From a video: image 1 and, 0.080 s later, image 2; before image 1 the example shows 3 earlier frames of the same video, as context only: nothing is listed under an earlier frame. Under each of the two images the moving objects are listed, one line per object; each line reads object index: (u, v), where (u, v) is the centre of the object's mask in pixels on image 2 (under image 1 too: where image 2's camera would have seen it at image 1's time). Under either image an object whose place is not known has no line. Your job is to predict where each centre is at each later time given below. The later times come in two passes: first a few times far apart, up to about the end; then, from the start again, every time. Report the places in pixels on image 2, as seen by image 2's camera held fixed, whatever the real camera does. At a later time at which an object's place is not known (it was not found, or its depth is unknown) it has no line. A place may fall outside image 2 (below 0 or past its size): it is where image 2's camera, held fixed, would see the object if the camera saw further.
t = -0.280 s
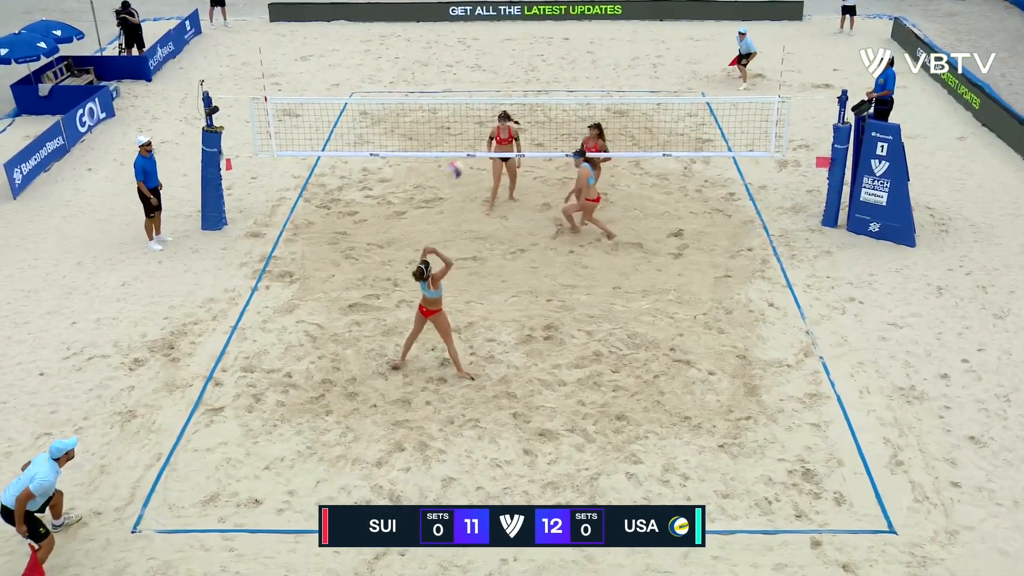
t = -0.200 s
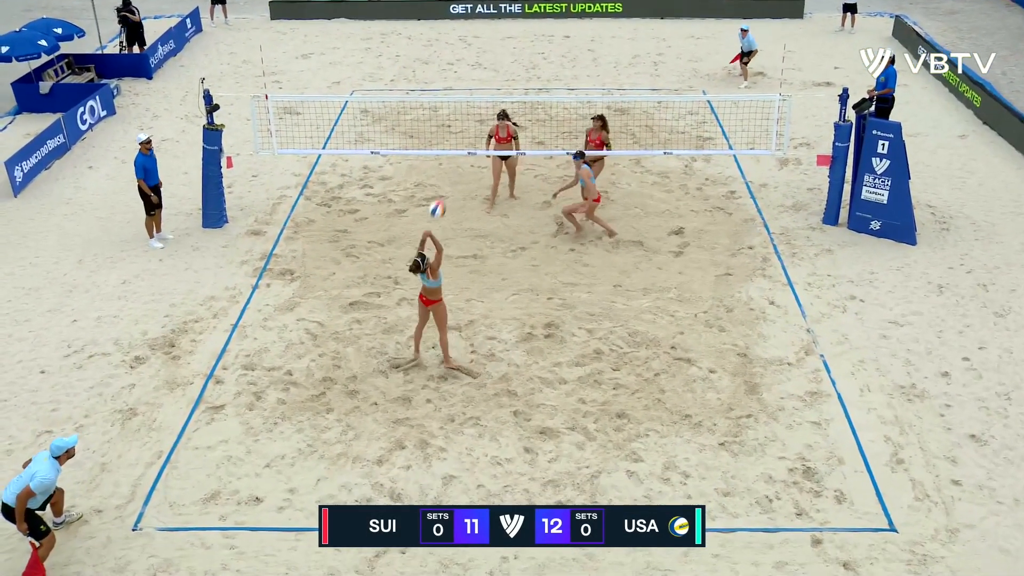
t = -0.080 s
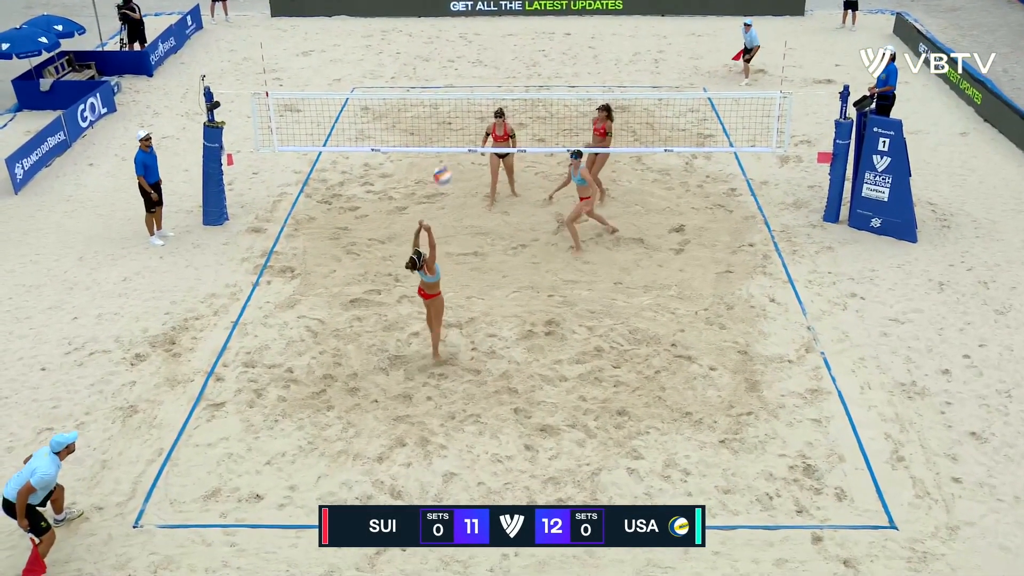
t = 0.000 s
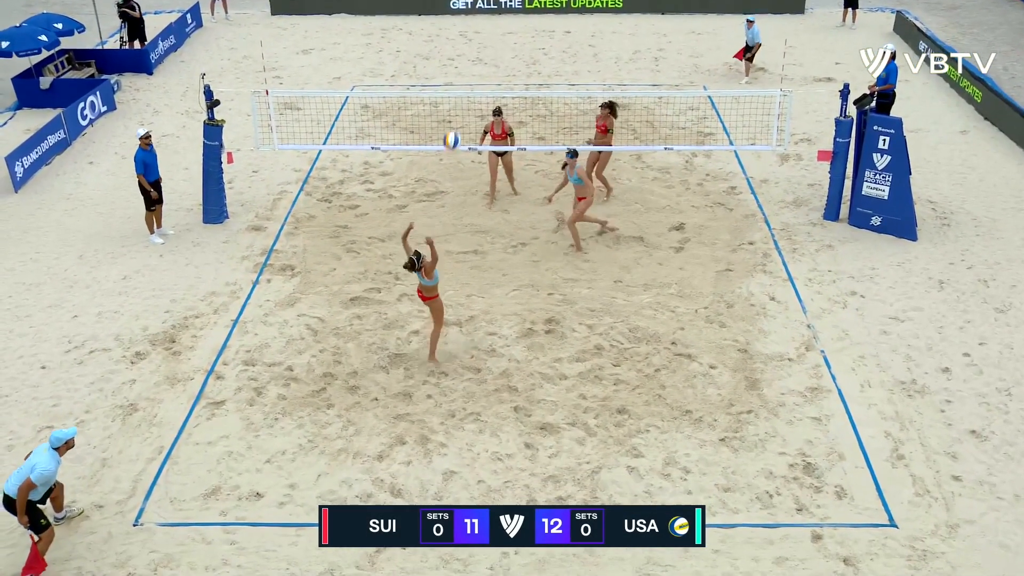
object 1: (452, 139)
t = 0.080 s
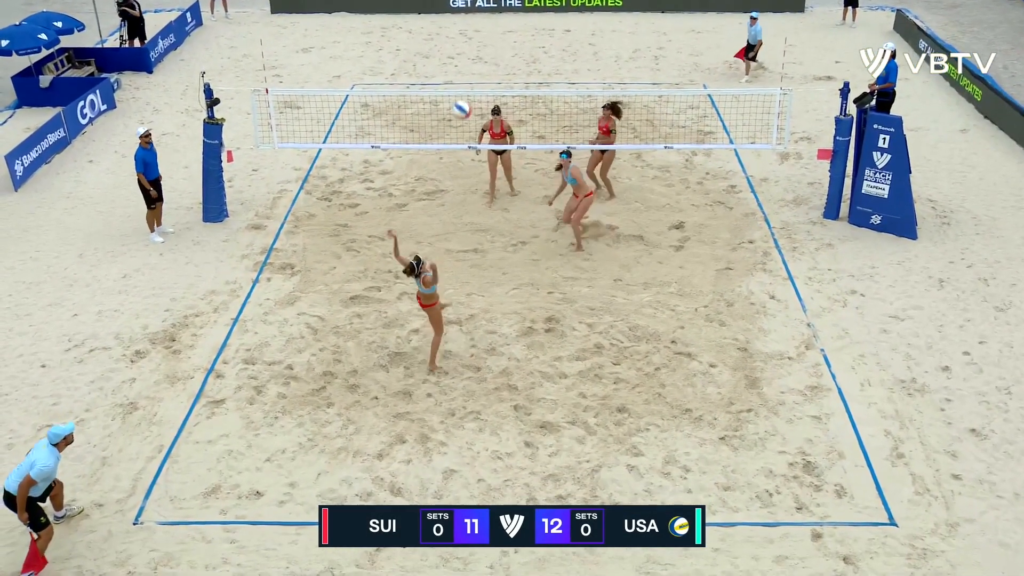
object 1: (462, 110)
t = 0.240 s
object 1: (484, 64)
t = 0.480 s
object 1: (520, 35)
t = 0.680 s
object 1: (552, 47)
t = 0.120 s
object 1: (468, 96)
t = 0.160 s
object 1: (473, 86)
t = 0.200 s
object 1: (478, 74)
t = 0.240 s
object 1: (484, 64)
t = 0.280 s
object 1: (490, 56)
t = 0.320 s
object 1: (496, 49)
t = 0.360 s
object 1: (502, 43)
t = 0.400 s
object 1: (508, 39)
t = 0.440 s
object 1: (514, 36)
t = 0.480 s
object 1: (520, 35)
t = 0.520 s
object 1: (527, 34)
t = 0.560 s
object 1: (533, 36)
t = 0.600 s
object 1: (539, 38)
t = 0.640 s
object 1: (545, 42)
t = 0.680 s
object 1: (552, 47)
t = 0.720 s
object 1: (558, 54)
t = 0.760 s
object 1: (564, 63)
